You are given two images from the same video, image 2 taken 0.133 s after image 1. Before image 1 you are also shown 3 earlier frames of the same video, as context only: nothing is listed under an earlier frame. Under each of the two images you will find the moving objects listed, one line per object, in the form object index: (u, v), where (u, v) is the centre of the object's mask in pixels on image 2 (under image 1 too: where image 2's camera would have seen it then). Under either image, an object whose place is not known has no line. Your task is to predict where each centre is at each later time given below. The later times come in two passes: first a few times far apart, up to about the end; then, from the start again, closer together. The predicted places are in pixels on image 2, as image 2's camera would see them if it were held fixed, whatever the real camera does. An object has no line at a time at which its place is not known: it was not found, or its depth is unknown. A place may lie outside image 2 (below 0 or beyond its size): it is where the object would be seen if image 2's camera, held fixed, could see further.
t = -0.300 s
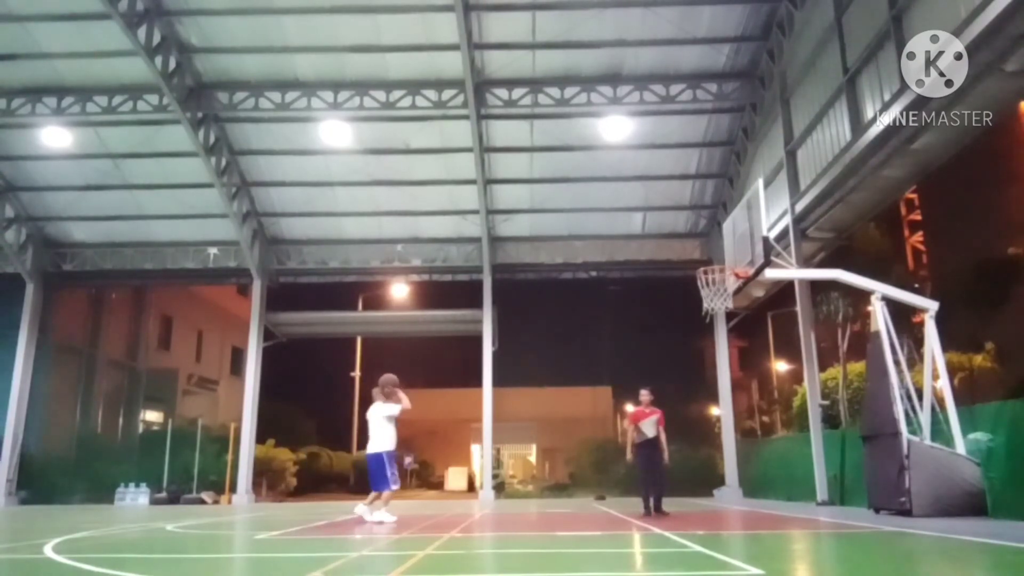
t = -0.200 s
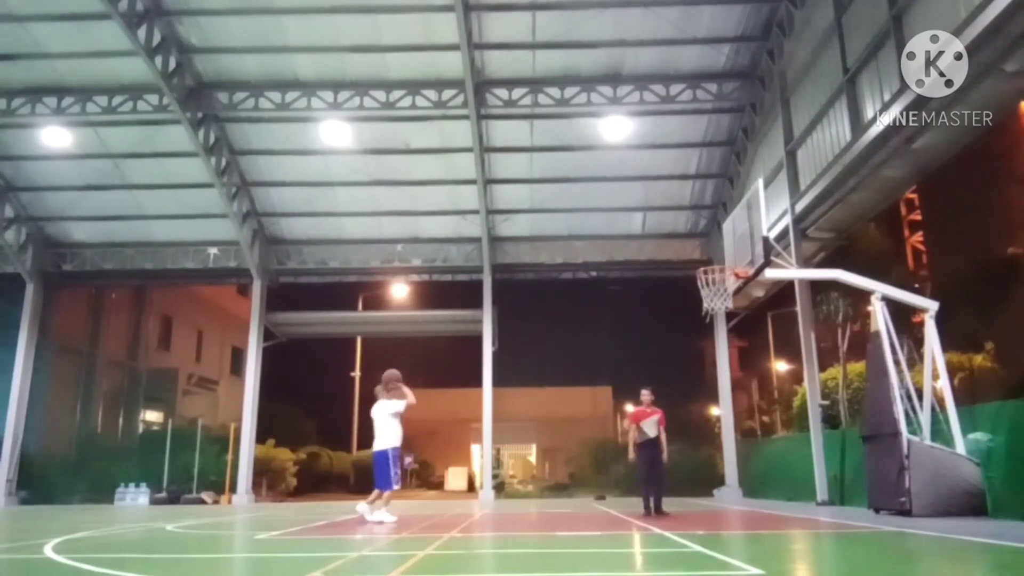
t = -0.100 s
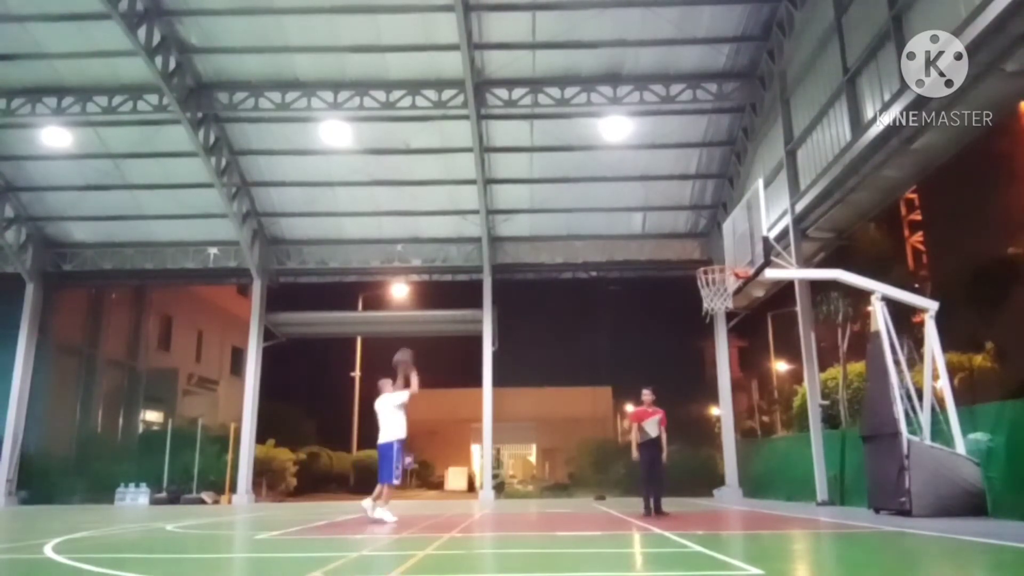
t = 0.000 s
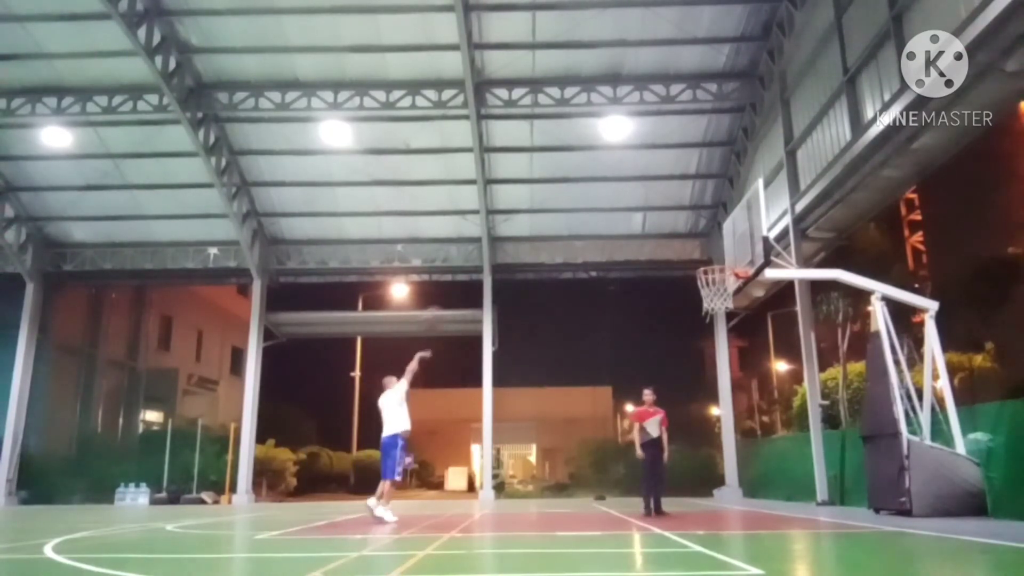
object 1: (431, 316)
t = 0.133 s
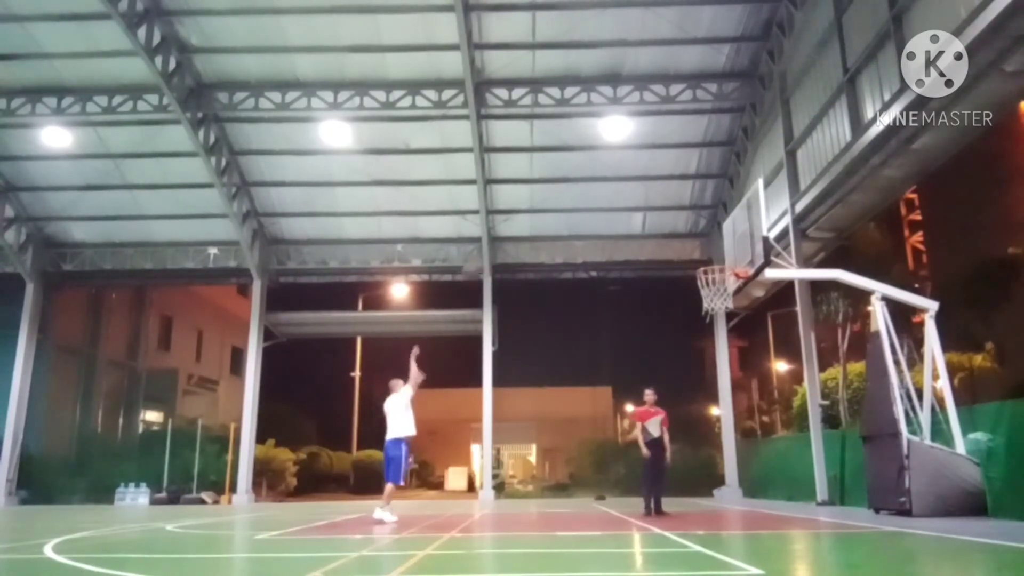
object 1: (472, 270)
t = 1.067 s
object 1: (722, 261)
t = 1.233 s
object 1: (737, 259)
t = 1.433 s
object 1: (733, 266)
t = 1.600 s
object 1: (730, 294)
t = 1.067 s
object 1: (722, 261)
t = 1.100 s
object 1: (724, 260)
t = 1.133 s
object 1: (726, 260)
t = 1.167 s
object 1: (729, 259)
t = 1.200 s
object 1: (733, 259)
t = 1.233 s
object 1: (737, 259)
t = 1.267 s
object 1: (739, 259)
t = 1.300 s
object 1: (737, 259)
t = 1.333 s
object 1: (736, 260)
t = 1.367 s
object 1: (735, 261)
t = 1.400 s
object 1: (734, 263)
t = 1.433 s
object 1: (733, 266)
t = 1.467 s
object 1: (732, 270)
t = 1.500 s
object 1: (730, 275)
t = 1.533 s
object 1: (731, 280)
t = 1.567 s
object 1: (730, 286)
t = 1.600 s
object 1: (730, 294)
